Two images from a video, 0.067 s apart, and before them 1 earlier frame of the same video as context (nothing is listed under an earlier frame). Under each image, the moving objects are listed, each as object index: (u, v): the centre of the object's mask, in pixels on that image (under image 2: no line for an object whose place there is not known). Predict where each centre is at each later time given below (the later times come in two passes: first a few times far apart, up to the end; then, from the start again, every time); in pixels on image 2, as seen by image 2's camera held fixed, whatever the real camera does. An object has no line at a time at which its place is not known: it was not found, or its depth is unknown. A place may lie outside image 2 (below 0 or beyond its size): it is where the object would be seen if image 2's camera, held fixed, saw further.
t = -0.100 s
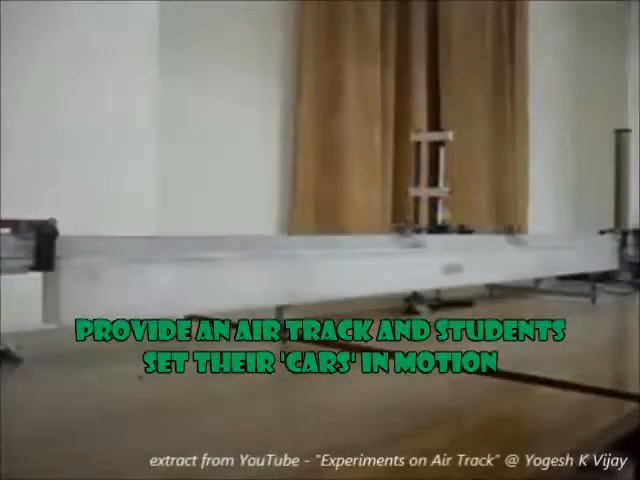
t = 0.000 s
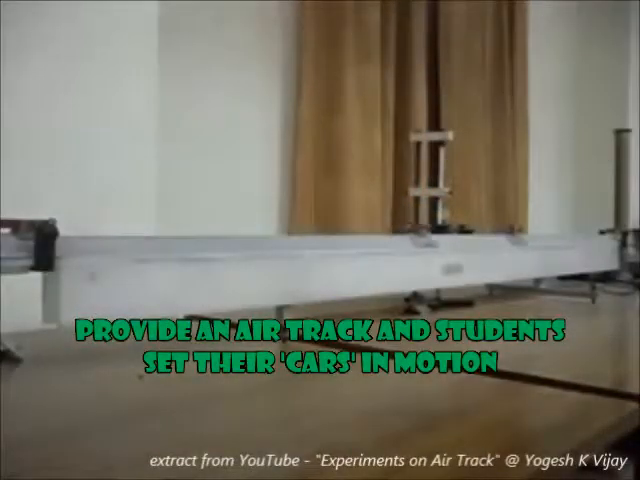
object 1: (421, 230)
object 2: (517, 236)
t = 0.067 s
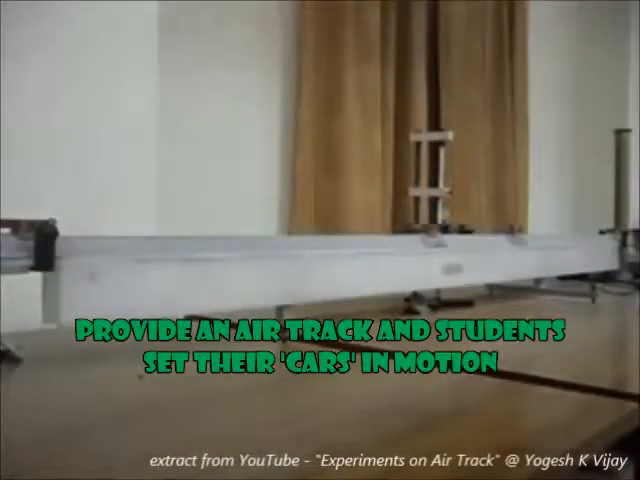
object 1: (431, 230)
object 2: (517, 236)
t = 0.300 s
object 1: (459, 230)
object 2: (521, 235)
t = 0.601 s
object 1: (493, 230)
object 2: (526, 235)
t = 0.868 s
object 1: (513, 230)
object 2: (537, 233)
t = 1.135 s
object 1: (523, 230)
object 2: (558, 234)
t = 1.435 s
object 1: (529, 230)
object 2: (578, 233)
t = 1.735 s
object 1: (535, 231)
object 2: (597, 234)
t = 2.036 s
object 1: (540, 230)
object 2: (596, 234)
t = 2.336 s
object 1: (545, 230)
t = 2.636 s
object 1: (545, 231)
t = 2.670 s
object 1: (543, 230)
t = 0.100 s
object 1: (436, 230)
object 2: (517, 236)
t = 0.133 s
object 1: (441, 229)
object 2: (519, 236)
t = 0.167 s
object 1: (443, 229)
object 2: (520, 236)
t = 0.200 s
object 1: (448, 230)
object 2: (520, 236)
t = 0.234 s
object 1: (451, 230)
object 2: (520, 236)
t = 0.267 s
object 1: (455, 230)
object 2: (521, 236)
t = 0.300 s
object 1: (459, 230)
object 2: (521, 235)
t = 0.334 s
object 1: (465, 230)
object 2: (521, 235)
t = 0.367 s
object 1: (468, 230)
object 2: (523, 236)
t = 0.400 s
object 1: (471, 231)
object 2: (523, 235)
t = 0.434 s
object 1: (476, 231)
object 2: (524, 235)
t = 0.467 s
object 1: (479, 231)
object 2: (524, 235)
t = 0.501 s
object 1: (484, 231)
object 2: (524, 235)
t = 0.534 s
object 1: (485, 231)
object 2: (525, 235)
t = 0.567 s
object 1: (488, 231)
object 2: (526, 235)
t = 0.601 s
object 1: (493, 230)
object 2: (526, 235)
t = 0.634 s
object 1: (496, 231)
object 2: (526, 235)
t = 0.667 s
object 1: (498, 230)
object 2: (528, 235)
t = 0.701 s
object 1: (500, 231)
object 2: (529, 235)
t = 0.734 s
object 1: (501, 230)
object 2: (529, 235)
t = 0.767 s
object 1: (507, 230)
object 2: (531, 235)
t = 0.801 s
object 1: (509, 230)
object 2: (534, 233)
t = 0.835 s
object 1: (511, 230)
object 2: (535, 234)
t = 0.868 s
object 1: (513, 230)
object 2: (537, 233)
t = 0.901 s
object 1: (513, 230)
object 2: (537, 234)
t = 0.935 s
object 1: (516, 230)
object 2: (539, 234)
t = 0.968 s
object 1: (517, 230)
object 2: (542, 234)
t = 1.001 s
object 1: (520, 230)
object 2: (546, 234)
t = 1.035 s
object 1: (521, 230)
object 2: (549, 234)
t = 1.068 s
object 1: (522, 230)
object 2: (552, 234)
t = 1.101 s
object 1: (522, 230)
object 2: (555, 234)
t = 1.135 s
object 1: (523, 230)
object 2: (558, 234)
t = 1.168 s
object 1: (524, 230)
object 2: (561, 234)
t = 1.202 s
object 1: (524, 230)
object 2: (563, 234)
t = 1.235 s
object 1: (525, 230)
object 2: (565, 234)
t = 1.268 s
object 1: (525, 230)
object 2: (567, 233)
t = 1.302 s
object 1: (526, 230)
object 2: (569, 234)
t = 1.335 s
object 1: (528, 230)
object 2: (573, 234)
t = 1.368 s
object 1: (528, 230)
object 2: (574, 234)
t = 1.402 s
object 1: (528, 230)
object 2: (576, 234)
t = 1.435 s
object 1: (529, 230)
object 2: (578, 233)
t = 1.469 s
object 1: (530, 230)
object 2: (586, 234)
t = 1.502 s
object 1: (530, 230)
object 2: (588, 234)
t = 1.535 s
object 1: (531, 231)
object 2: (590, 234)
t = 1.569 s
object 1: (532, 230)
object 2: (591, 234)
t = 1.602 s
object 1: (532, 230)
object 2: (593, 234)
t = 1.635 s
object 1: (532, 230)
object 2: (593, 234)
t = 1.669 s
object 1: (532, 230)
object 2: (595, 234)
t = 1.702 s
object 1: (534, 230)
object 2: (597, 234)
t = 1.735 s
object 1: (535, 231)
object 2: (597, 234)
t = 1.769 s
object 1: (536, 231)
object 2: (599, 234)
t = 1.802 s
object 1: (536, 230)
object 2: (601, 234)
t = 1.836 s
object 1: (537, 230)
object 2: (601, 233)
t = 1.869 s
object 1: (537, 230)
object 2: (602, 233)
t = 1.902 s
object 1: (538, 230)
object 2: (602, 233)
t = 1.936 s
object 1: (538, 230)
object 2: (602, 233)
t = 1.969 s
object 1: (539, 230)
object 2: (600, 233)
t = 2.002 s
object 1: (539, 230)
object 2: (598, 233)
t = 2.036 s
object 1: (540, 230)
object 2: (596, 234)
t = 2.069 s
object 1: (540, 230)
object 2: (596, 233)
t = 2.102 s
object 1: (540, 230)
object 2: (594, 233)
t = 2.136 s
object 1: (541, 230)
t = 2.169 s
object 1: (542, 230)
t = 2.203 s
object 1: (542, 230)
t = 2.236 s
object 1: (543, 230)
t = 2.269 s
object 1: (543, 230)
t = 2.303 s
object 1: (544, 230)
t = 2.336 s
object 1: (545, 230)
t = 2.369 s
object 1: (545, 230)
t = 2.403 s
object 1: (546, 230)
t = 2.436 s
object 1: (546, 230)
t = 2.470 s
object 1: (547, 230)
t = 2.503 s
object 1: (547, 230)
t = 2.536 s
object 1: (548, 230)
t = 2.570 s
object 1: (547, 230)
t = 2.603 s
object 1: (546, 231)
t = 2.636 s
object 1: (545, 231)
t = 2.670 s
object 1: (543, 230)
